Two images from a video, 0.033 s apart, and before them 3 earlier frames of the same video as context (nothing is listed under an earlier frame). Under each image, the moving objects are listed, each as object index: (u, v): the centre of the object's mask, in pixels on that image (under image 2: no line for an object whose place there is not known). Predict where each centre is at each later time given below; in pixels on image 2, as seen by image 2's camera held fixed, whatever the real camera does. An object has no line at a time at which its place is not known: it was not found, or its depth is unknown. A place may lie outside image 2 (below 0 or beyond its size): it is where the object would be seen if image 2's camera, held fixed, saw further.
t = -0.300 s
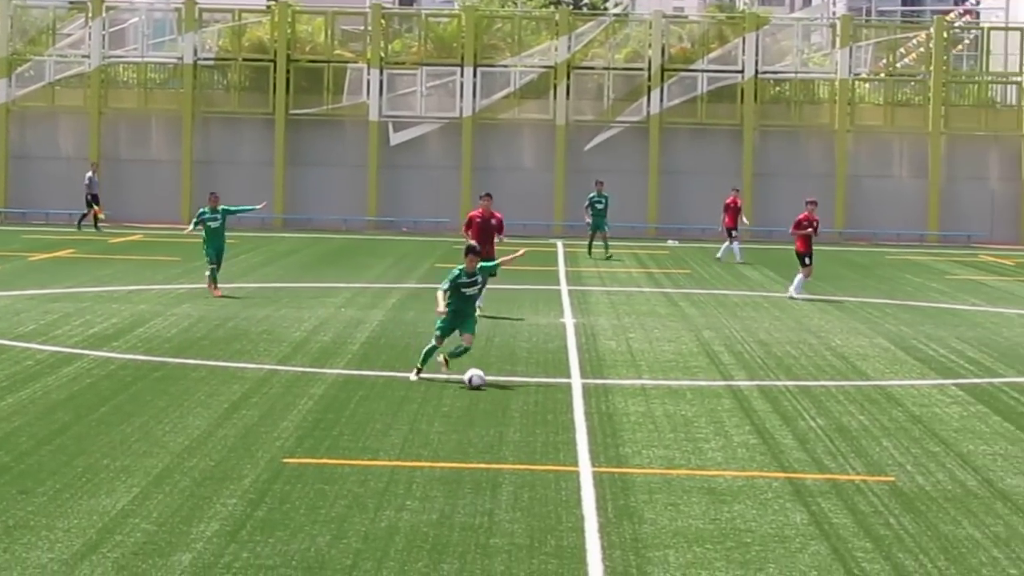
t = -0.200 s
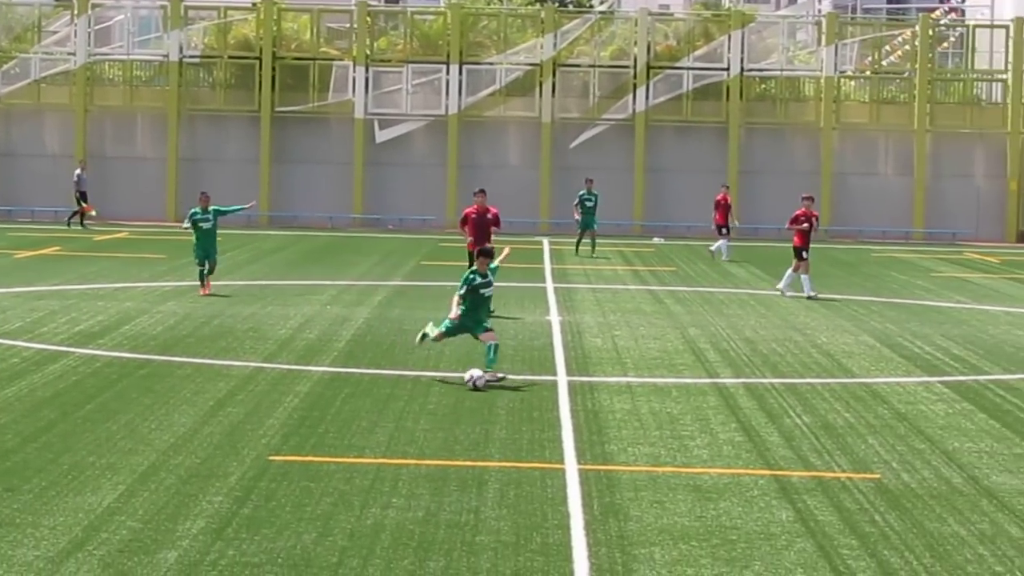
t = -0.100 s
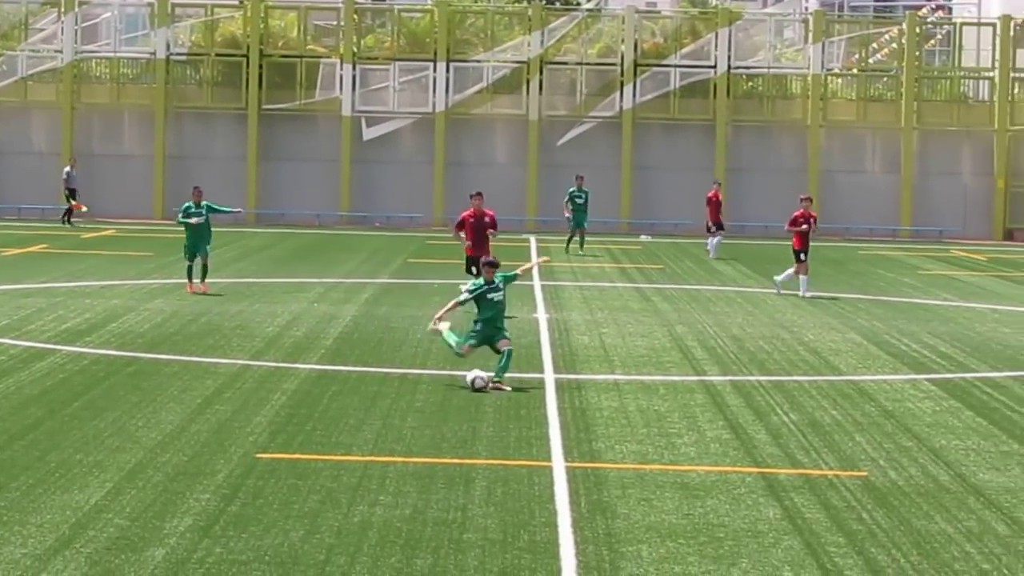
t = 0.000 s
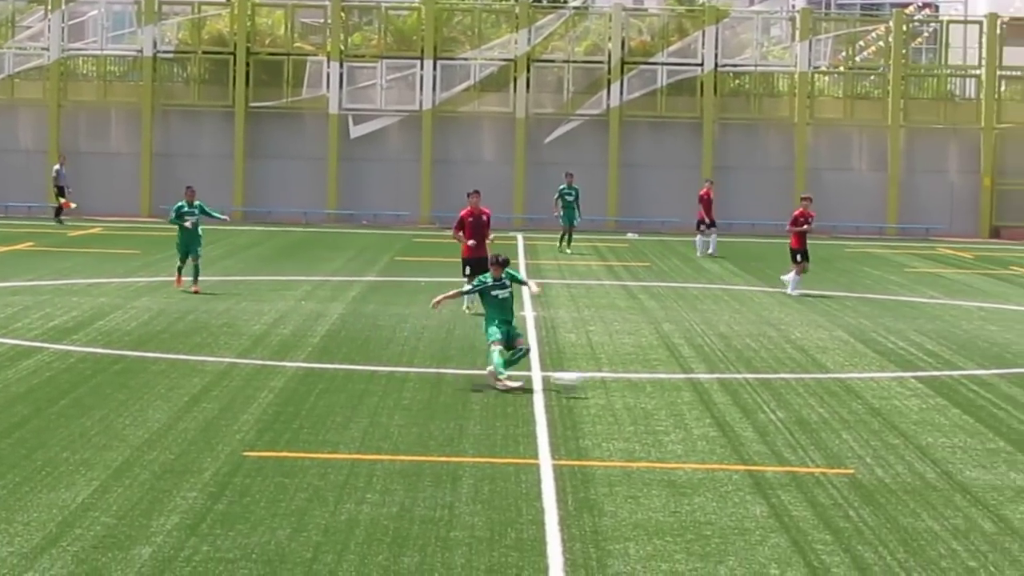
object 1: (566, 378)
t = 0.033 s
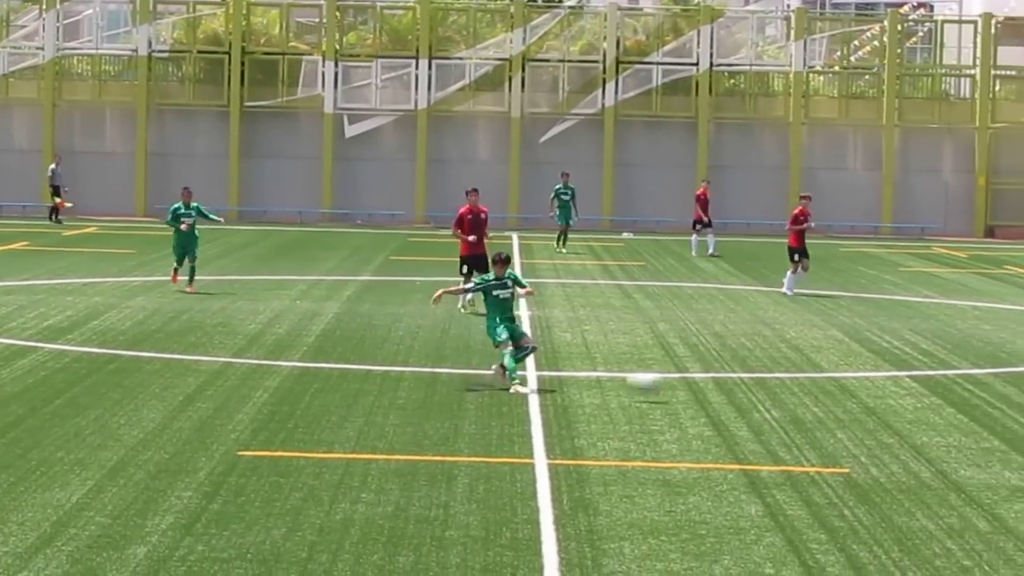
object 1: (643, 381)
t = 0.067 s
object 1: (727, 382)
